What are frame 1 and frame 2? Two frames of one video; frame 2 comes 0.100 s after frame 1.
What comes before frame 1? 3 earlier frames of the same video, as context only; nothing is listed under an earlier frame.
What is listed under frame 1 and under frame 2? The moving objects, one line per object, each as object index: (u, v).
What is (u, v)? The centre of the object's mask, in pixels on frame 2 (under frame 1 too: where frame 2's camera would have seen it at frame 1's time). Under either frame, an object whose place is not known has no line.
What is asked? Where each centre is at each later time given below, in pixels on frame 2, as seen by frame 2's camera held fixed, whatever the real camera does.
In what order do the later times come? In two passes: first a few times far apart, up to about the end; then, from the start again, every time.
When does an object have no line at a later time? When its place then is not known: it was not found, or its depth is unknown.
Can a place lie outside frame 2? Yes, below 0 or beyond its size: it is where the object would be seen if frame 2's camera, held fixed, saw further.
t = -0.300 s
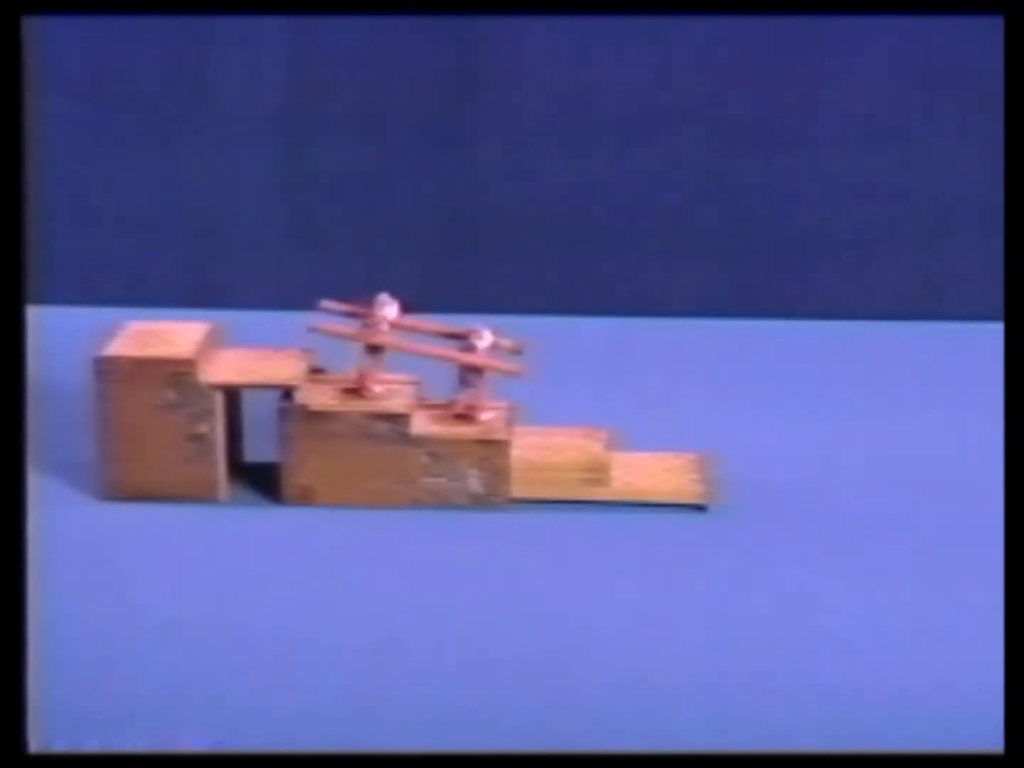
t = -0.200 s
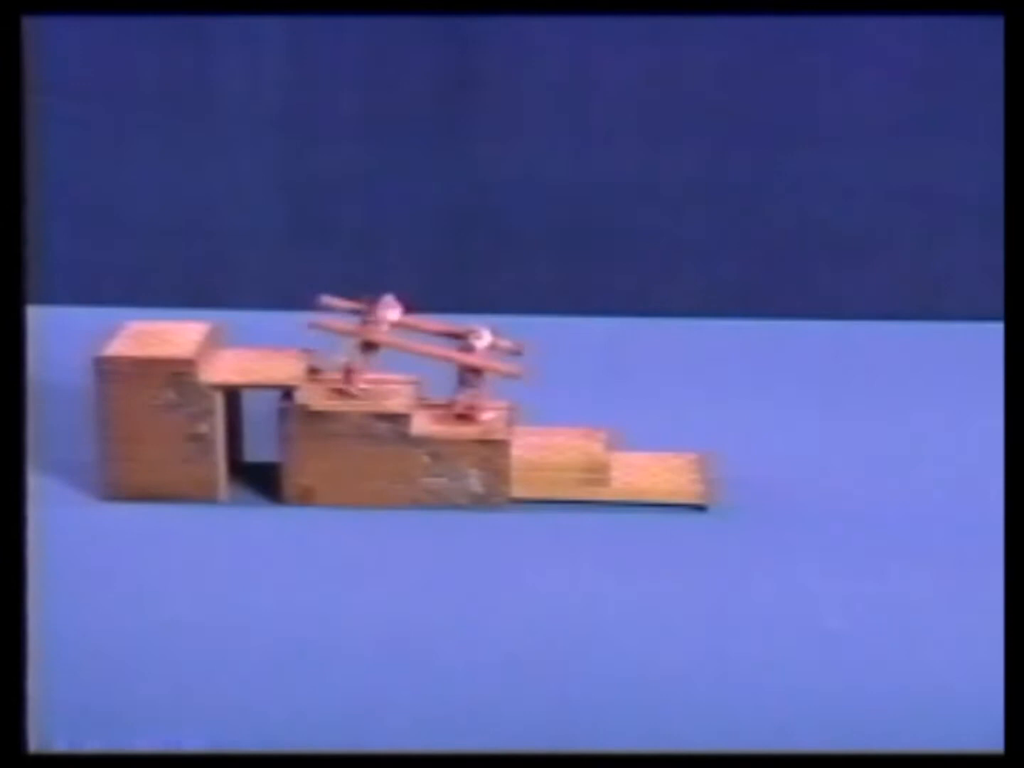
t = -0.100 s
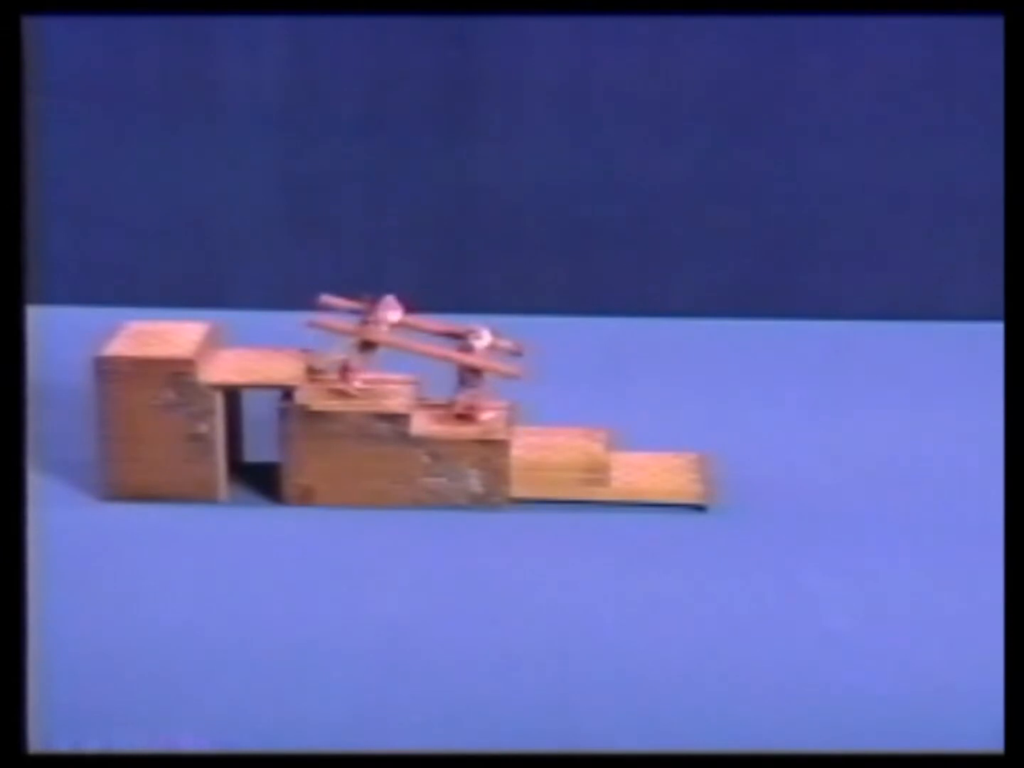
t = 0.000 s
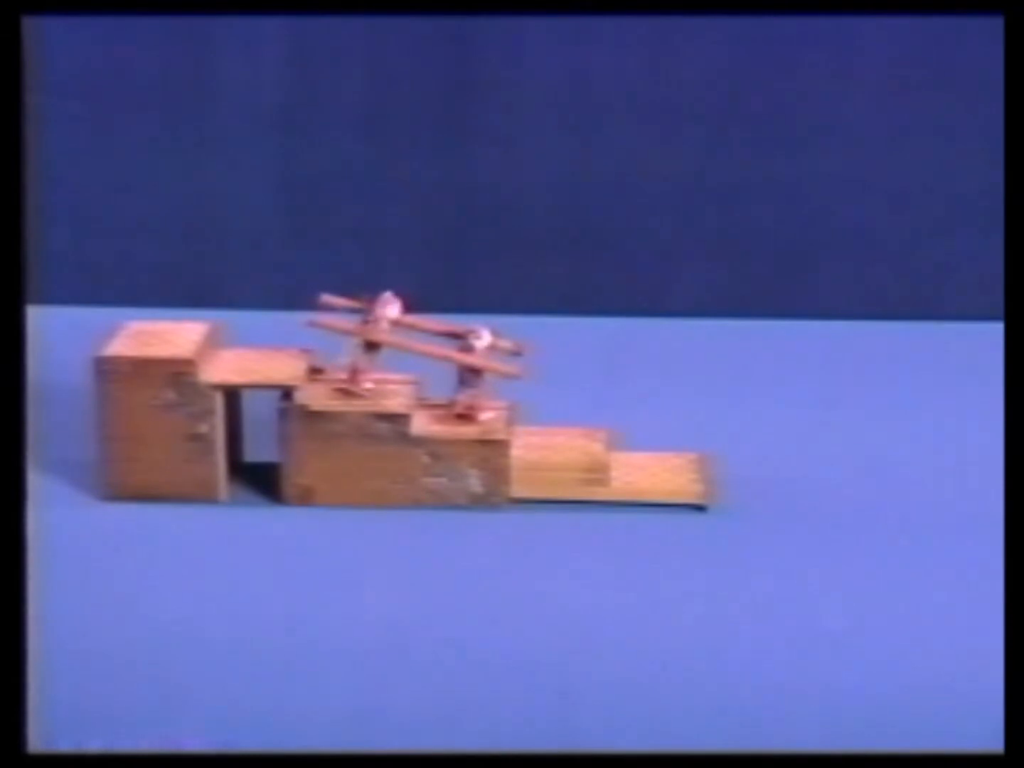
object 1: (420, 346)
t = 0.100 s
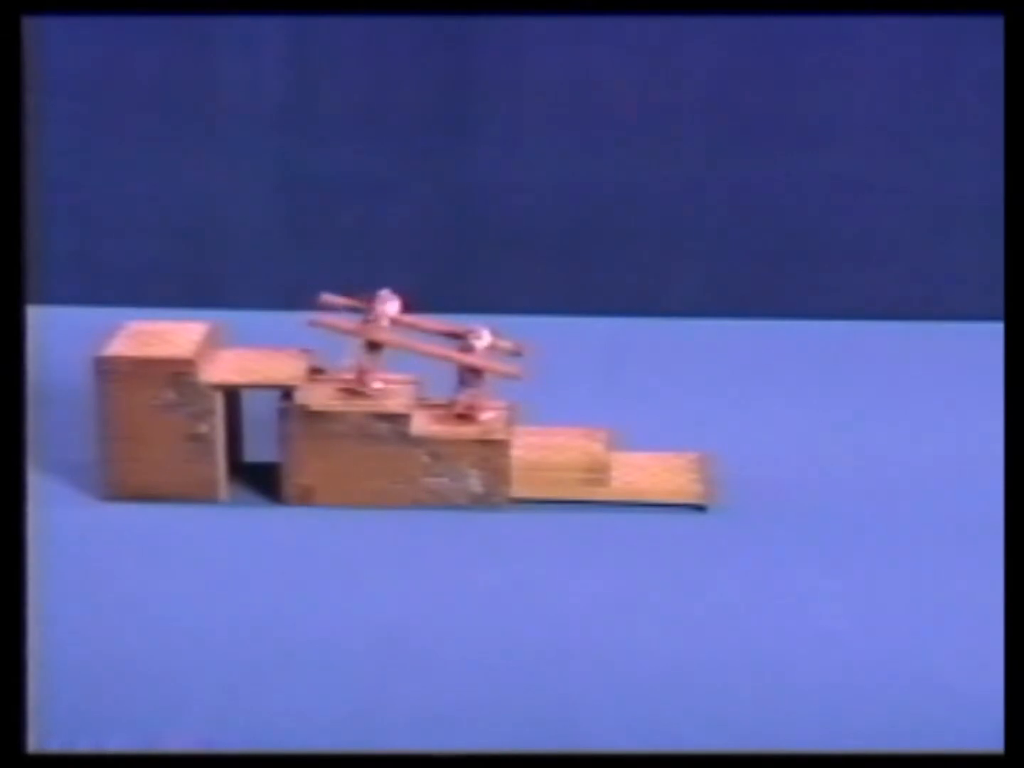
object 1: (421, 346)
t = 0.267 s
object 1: (418, 343)
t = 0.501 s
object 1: (421, 335)
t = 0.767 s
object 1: (433, 315)
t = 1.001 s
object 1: (460, 296)
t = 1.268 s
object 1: (495, 298)
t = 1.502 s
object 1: (527, 337)
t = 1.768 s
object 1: (520, 372)
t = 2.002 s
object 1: (518, 377)
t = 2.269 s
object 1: (519, 377)
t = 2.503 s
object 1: (520, 375)
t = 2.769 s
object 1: (519, 373)
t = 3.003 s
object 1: (518, 366)
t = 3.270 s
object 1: (526, 352)
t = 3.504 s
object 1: (553, 327)
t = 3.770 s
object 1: (584, 319)
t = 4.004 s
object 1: (612, 341)
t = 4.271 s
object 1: (614, 400)
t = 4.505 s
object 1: (614, 403)
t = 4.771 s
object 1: (612, 401)
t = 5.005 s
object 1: (611, 399)
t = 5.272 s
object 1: (611, 400)
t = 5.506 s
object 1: (612, 399)
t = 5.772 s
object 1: (611, 397)
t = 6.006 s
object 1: (614, 393)
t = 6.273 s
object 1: (620, 381)
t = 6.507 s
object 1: (640, 351)
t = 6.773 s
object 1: (673, 345)
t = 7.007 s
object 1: (704, 369)
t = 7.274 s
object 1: (708, 426)
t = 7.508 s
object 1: (706, 426)
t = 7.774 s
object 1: (705, 427)
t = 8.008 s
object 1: (705, 423)
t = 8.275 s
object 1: (707, 418)
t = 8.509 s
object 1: (717, 405)
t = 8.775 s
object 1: (741, 374)
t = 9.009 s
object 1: (766, 373)
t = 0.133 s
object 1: (421, 346)
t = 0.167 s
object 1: (420, 345)
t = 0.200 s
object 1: (419, 344)
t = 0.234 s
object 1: (418, 343)
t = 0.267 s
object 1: (418, 343)
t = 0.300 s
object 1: (418, 341)
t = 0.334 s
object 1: (418, 341)
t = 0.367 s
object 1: (419, 340)
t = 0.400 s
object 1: (419, 339)
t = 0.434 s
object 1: (420, 338)
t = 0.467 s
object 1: (420, 337)
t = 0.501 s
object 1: (421, 335)
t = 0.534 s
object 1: (422, 334)
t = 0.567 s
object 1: (423, 332)
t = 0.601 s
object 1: (423, 330)
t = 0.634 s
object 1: (424, 327)
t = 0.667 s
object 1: (425, 325)
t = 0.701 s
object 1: (429, 322)
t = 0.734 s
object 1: (431, 318)
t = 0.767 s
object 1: (433, 315)
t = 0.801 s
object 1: (436, 310)
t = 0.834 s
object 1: (438, 306)
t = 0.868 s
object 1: (441, 302)
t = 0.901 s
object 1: (446, 300)
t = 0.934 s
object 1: (451, 300)
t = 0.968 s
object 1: (455, 297)
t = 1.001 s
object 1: (460, 296)
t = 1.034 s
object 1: (465, 295)
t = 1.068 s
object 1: (468, 294)
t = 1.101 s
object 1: (473, 292)
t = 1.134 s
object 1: (477, 292)
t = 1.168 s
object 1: (482, 290)
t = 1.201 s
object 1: (487, 292)
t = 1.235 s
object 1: (491, 295)
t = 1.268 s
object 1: (495, 298)
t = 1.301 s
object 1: (499, 300)
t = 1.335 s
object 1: (505, 303)
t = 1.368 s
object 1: (510, 307)
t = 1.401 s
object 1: (514, 316)
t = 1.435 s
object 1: (518, 323)
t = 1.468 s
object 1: (524, 329)
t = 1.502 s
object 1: (527, 337)
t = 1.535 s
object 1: (524, 347)
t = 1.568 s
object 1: (523, 357)
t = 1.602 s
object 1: (515, 367)
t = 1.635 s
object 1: (517, 376)
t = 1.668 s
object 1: (519, 377)
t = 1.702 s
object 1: (519, 375)
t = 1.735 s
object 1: (520, 374)
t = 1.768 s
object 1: (520, 372)
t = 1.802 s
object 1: (519, 372)
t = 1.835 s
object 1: (519, 374)
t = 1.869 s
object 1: (518, 376)
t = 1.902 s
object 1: (517, 376)
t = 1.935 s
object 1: (518, 376)
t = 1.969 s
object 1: (518, 376)
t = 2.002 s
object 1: (518, 377)
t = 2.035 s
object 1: (518, 377)
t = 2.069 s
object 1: (517, 377)
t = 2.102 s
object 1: (518, 377)
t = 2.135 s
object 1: (518, 377)
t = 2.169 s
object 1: (518, 376)
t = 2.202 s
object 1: (519, 377)
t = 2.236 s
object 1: (519, 377)
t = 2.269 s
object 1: (519, 377)
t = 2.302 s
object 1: (520, 376)
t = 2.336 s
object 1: (519, 376)
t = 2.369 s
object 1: (519, 376)
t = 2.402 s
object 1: (519, 375)
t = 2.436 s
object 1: (519, 375)
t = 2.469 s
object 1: (520, 375)
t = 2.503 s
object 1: (520, 375)
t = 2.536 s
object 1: (520, 375)
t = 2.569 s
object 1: (520, 375)
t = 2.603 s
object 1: (519, 374)
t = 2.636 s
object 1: (520, 375)
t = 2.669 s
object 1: (519, 374)
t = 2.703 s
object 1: (519, 374)
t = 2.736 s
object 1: (519, 373)
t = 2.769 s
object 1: (519, 373)
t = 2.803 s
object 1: (520, 373)
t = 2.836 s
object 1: (520, 372)
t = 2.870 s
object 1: (519, 372)
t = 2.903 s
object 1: (520, 371)
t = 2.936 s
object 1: (520, 370)
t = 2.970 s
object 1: (518, 368)
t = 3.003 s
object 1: (518, 366)
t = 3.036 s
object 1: (520, 366)
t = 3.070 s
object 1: (519, 365)
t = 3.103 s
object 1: (521, 364)
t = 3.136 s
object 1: (520, 362)
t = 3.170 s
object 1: (521, 360)
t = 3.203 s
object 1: (522, 358)
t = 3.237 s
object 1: (524, 355)
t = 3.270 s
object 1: (526, 352)
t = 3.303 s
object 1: (530, 350)
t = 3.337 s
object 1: (531, 345)
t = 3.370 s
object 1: (538, 345)
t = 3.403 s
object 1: (541, 340)
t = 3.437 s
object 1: (546, 338)
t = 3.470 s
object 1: (548, 333)
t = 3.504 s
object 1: (553, 327)
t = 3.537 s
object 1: (556, 324)
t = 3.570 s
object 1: (559, 322)
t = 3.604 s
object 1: (564, 320)
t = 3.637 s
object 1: (569, 319)
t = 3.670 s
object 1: (573, 318)
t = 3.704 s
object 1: (577, 318)
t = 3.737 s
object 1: (580, 319)
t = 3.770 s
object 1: (584, 319)
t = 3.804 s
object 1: (587, 319)
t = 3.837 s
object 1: (591, 321)
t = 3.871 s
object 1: (595, 323)
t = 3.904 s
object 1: (599, 327)
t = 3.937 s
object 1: (604, 330)
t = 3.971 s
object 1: (608, 335)
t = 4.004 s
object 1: (612, 341)
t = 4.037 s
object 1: (618, 346)
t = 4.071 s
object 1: (621, 353)
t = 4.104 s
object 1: (620, 363)
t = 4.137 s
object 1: (619, 375)
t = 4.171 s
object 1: (614, 385)
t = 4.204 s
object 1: (616, 394)
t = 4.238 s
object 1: (615, 400)
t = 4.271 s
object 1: (614, 400)
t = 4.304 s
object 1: (613, 399)
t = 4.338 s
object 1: (613, 398)
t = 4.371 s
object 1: (611, 397)
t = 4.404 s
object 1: (610, 397)
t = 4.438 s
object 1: (610, 398)
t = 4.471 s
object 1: (614, 401)
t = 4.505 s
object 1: (614, 403)
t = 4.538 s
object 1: (613, 402)
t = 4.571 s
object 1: (612, 402)
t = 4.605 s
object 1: (612, 401)
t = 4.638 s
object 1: (612, 402)
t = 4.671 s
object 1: (612, 402)
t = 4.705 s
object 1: (612, 401)
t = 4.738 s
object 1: (611, 401)
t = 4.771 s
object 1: (612, 401)
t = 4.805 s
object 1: (612, 401)
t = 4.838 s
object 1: (611, 401)
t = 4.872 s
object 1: (613, 400)
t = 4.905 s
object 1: (613, 401)
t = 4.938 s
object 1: (613, 400)
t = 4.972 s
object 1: (613, 400)
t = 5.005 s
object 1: (611, 399)
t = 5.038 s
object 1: (611, 399)
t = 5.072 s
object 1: (611, 399)
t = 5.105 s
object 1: (611, 399)
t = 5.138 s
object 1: (611, 399)
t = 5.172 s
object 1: (611, 400)
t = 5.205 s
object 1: (611, 400)
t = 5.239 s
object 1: (611, 400)
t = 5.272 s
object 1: (611, 400)
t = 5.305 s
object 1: (611, 400)
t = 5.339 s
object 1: (611, 400)
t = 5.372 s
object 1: (611, 399)
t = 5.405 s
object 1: (611, 399)
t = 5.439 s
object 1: (611, 399)
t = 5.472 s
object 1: (611, 399)
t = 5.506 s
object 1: (612, 399)
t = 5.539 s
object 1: (611, 399)
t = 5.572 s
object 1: (611, 399)
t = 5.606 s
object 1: (611, 399)
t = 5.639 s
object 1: (611, 398)
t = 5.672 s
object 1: (611, 398)
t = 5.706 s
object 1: (611, 398)
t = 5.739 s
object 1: (611, 398)
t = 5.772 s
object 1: (611, 397)
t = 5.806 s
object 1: (611, 397)
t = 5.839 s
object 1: (613, 396)
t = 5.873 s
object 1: (613, 395)
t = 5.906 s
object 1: (613, 395)
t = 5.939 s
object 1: (613, 394)
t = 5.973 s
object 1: (613, 394)
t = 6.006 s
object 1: (614, 393)
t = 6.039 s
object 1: (613, 392)
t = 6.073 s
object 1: (614, 391)
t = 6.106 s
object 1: (613, 389)
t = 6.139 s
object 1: (613, 387)
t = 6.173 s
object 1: (614, 385)
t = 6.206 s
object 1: (615, 381)
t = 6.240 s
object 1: (617, 379)
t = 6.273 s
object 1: (620, 381)
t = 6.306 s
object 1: (623, 377)
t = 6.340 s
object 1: (625, 374)
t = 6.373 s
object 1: (628, 369)
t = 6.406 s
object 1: (630, 367)
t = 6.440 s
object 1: (632, 362)
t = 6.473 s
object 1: (638, 356)
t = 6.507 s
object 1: (640, 351)
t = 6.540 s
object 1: (641, 347)
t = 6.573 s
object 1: (644, 345)
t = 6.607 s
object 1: (649, 342)
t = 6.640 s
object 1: (654, 341)
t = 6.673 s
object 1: (659, 339)
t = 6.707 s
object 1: (663, 338)
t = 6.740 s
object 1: (669, 343)
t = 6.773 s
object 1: (673, 345)
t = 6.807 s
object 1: (677, 346)
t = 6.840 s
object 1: (681, 350)
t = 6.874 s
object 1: (685, 351)
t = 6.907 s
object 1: (690, 352)
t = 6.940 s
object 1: (695, 356)
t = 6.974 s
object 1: (701, 360)
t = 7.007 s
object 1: (704, 369)
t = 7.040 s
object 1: (708, 374)
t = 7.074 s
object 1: (714, 380)
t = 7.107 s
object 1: (716, 388)
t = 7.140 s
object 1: (712, 402)
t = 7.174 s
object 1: (707, 410)
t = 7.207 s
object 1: (707, 421)
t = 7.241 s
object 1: (708, 427)
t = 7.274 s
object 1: (708, 426)
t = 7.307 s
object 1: (708, 425)
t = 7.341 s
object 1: (709, 423)
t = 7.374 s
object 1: (707, 422)
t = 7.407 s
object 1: (707, 423)
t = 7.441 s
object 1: (706, 425)
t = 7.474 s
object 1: (706, 426)
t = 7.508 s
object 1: (706, 426)
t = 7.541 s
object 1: (705, 426)
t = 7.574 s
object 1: (706, 426)
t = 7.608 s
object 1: (705, 426)
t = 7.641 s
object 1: (706, 427)
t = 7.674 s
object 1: (705, 426)
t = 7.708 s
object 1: (705, 427)
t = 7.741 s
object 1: (705, 426)
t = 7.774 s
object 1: (705, 427)
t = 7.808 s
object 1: (705, 426)
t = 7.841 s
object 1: (705, 425)
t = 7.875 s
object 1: (705, 425)
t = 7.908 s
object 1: (705, 425)
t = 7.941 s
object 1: (703, 425)
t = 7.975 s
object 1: (705, 423)
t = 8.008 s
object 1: (705, 423)
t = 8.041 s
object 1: (706, 423)
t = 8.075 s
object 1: (706, 422)
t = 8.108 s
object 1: (707, 422)
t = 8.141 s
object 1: (707, 422)
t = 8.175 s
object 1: (707, 421)
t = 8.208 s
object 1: (708, 420)
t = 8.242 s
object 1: (708, 419)
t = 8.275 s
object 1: (707, 418)
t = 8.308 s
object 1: (706, 418)
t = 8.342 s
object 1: (708, 416)
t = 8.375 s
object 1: (708, 414)
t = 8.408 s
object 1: (710, 412)
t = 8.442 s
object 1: (713, 410)
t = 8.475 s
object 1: (715, 408)
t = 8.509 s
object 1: (717, 405)
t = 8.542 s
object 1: (718, 403)
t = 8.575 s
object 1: (725, 403)
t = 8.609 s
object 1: (726, 397)
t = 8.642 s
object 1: (728, 394)
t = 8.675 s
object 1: (730, 387)
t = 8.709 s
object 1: (734, 381)
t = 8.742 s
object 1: (737, 377)
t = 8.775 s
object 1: (741, 374)
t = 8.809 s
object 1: (746, 371)
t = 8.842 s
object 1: (751, 367)
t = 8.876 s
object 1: (755, 366)
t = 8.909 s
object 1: (758, 366)
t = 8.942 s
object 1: (762, 368)
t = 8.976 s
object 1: (764, 370)
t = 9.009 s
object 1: (766, 373)
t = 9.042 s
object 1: (770, 375)
